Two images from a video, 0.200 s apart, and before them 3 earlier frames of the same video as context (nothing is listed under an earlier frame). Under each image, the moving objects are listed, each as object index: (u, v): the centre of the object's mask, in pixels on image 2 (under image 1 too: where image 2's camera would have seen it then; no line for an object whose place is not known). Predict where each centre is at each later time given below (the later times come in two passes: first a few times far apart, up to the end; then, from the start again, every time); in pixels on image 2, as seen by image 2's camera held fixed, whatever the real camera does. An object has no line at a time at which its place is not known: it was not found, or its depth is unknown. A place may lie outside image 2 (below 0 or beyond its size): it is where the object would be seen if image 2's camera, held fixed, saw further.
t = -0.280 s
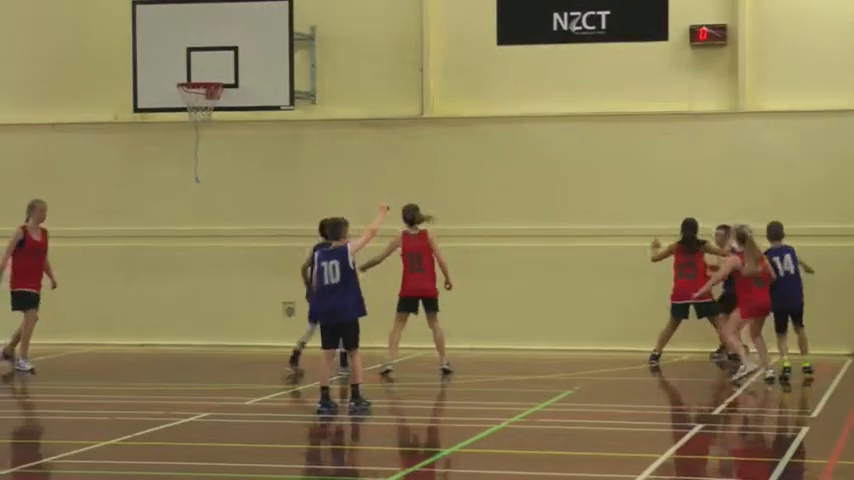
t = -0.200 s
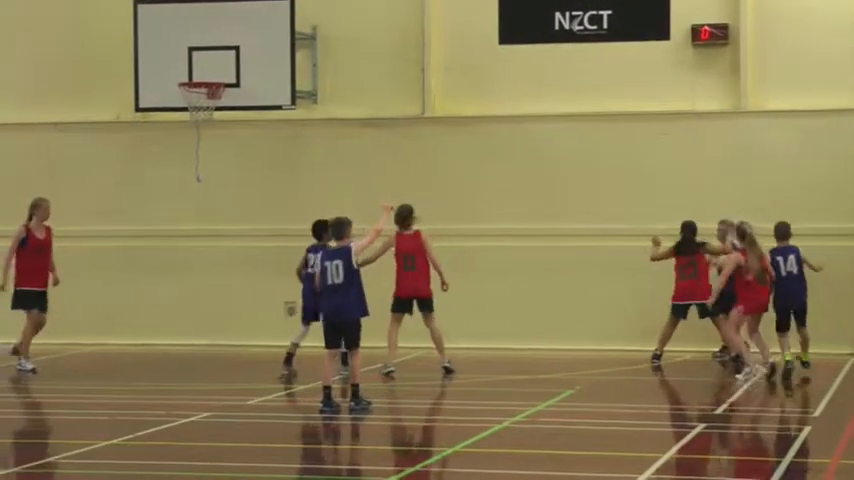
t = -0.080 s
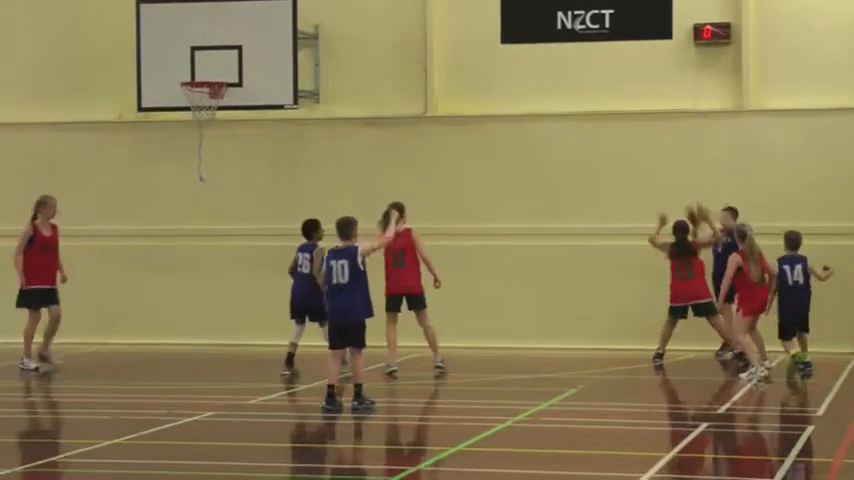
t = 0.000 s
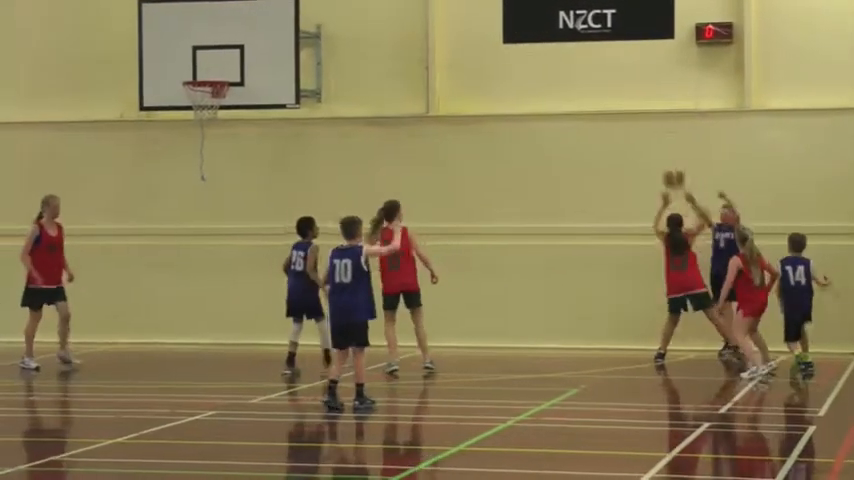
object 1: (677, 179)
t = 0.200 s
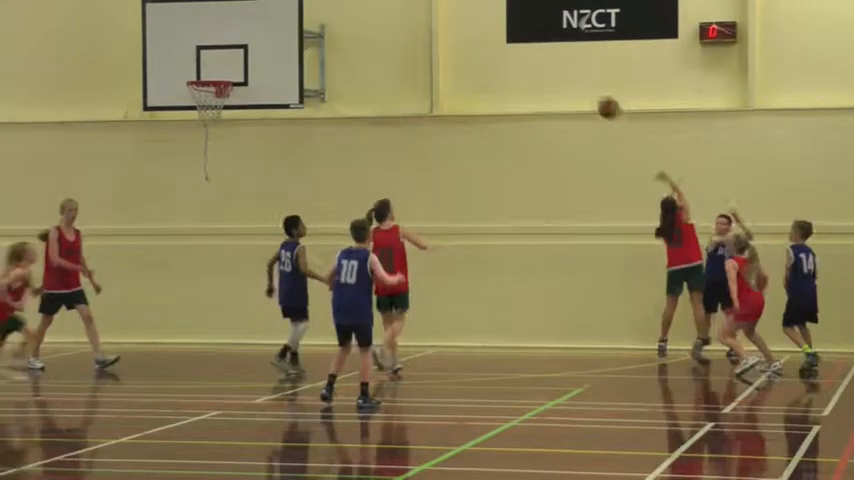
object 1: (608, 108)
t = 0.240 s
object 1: (594, 97)
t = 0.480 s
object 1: (501, 64)
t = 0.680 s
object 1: (415, 81)
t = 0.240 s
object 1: (594, 97)
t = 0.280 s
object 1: (579, 88)
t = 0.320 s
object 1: (564, 81)
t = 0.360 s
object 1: (548, 74)
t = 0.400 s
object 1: (532, 69)
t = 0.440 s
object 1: (517, 66)
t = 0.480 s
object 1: (501, 64)
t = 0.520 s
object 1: (484, 63)
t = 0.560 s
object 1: (467, 64)
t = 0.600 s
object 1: (450, 69)
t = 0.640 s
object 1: (432, 74)
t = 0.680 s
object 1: (415, 81)
